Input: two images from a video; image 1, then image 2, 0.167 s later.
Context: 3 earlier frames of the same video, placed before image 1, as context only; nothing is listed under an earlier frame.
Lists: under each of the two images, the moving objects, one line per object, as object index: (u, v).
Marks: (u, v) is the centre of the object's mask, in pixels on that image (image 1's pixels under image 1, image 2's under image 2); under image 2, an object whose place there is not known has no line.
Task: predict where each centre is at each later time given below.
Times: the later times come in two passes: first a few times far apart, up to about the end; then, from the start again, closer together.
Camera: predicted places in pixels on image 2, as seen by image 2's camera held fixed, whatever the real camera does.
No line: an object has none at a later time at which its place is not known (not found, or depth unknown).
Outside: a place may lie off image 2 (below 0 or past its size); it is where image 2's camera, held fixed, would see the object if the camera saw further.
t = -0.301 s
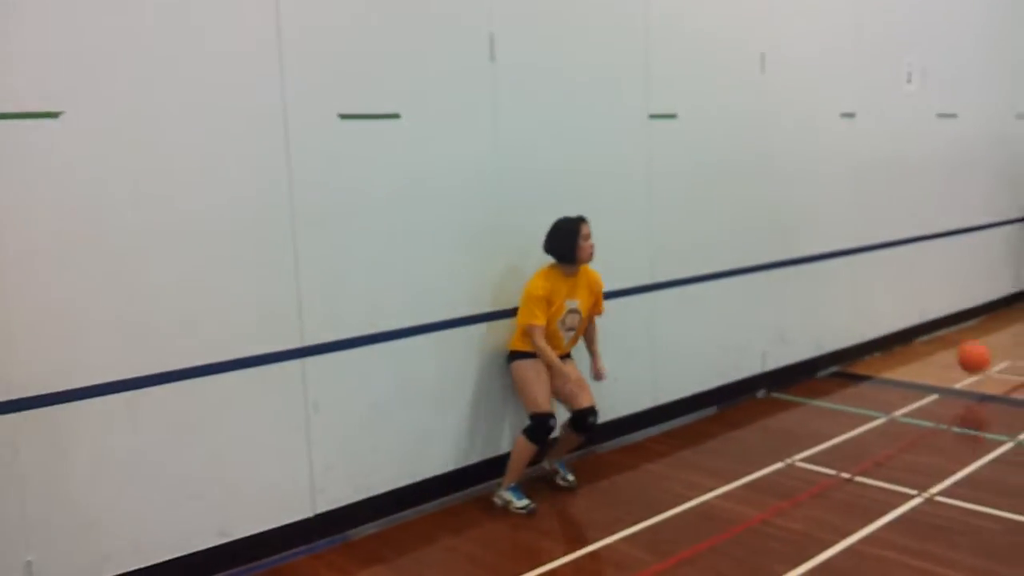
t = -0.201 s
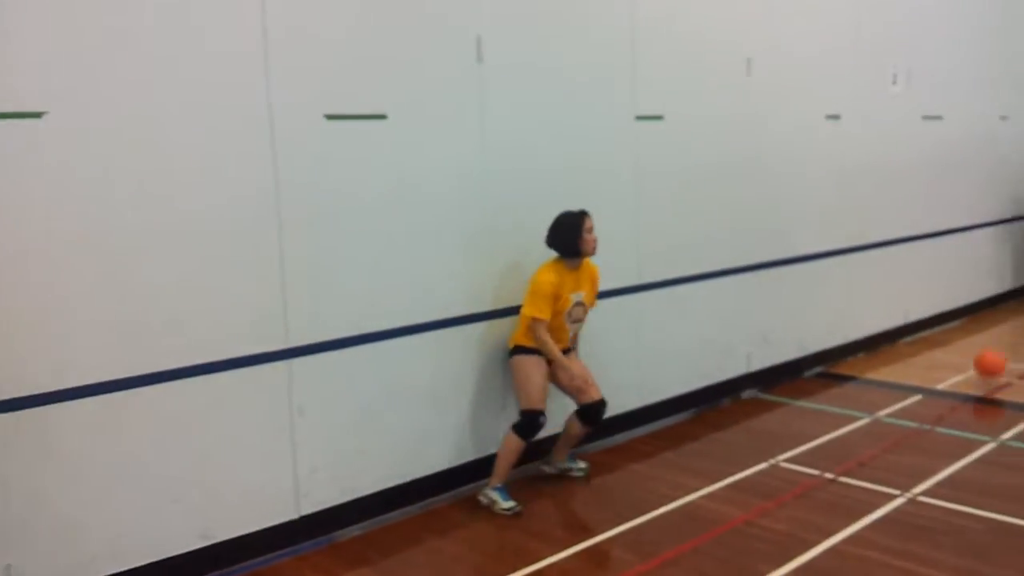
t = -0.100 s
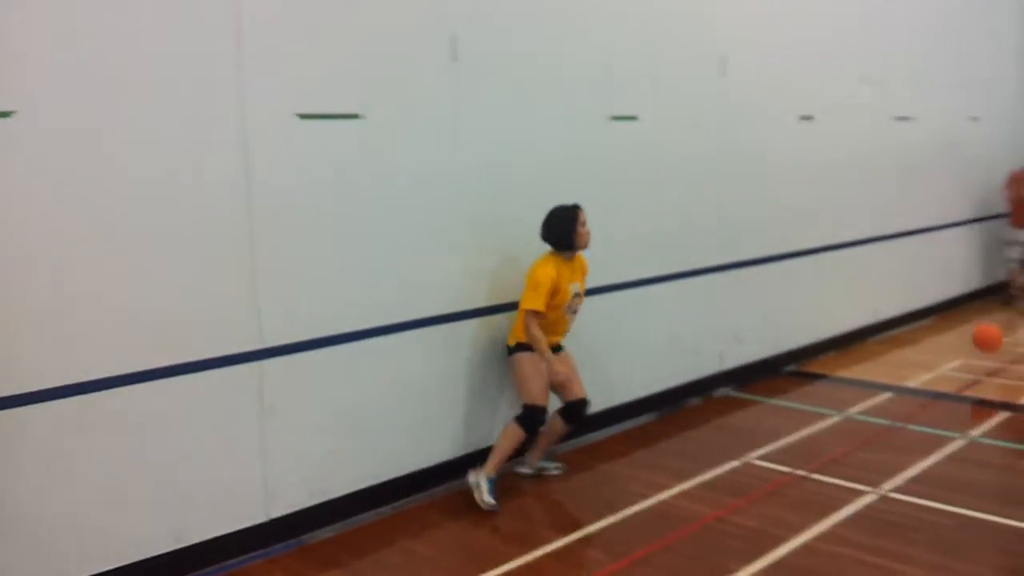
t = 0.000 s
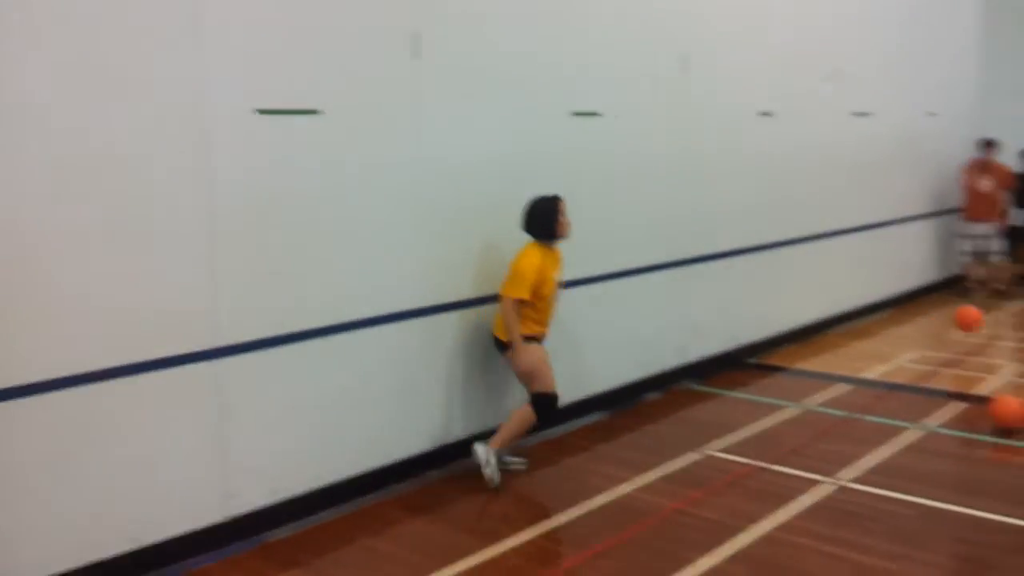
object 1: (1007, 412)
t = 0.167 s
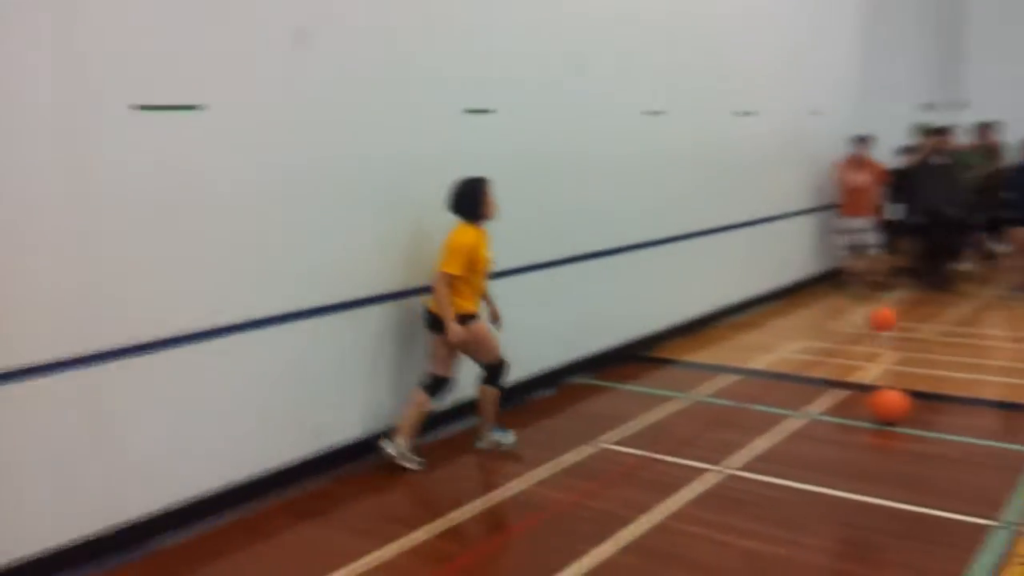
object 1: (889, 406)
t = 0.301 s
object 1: (891, 409)
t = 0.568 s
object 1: (895, 418)
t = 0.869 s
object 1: (902, 433)
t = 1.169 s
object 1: (911, 445)
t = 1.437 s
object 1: (919, 457)
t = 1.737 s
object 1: (931, 471)
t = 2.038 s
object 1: (943, 485)
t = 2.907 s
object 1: (982, 526)
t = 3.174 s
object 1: (995, 538)
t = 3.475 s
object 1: (1011, 552)
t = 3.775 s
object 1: (1026, 565)
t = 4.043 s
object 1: (1040, 574)
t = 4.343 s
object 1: (1055, 581)
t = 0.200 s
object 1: (890, 406)
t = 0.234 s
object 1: (890, 407)
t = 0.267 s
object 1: (892, 408)
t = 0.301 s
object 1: (891, 409)
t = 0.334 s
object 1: (892, 410)
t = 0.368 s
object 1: (893, 411)
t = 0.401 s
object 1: (894, 412)
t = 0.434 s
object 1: (894, 413)
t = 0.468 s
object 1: (894, 415)
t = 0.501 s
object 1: (894, 416)
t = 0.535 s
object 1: (895, 418)
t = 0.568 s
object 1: (895, 418)
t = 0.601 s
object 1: (895, 420)
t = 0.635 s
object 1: (896, 422)
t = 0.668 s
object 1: (897, 424)
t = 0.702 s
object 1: (897, 424)
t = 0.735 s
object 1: (899, 426)
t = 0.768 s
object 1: (899, 427)
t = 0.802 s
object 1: (900, 428)
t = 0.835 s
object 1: (901, 432)
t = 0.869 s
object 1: (902, 433)
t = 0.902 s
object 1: (904, 434)
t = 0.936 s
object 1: (905, 437)
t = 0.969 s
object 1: (906, 437)
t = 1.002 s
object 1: (906, 438)
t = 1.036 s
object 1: (908, 440)
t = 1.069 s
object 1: (909, 441)
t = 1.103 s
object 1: (910, 442)
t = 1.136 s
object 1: (911, 444)
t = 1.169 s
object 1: (911, 445)
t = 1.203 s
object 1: (912, 447)
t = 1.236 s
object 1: (914, 448)
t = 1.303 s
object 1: (916, 451)
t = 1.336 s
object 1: (918, 453)
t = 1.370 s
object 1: (919, 454)
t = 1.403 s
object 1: (919, 456)
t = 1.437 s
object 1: (919, 457)
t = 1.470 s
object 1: (921, 459)
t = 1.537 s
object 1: (924, 462)
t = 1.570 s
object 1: (924, 463)
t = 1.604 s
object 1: (927, 465)
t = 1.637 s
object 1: (926, 467)
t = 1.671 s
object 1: (928, 468)
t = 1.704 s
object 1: (929, 470)
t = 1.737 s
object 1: (931, 471)
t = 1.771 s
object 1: (931, 472)
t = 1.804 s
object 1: (932, 474)
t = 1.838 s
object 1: (935, 476)
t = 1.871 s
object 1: (935, 477)
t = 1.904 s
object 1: (937, 479)
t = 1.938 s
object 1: (938, 480)
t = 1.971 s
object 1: (939, 482)
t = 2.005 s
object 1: (942, 483)
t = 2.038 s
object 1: (943, 485)
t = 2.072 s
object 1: (944, 487)
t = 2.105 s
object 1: (946, 488)
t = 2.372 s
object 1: (957, 500)
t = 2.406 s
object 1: (958, 501)
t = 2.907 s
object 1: (982, 526)
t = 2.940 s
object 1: (984, 528)
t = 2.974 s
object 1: (986, 530)
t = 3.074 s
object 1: (990, 534)
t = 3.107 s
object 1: (992, 535)
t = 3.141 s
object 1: (993, 536)
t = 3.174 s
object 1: (995, 538)
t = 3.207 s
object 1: (997, 540)
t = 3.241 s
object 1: (997, 541)
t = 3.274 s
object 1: (1000, 543)
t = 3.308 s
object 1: (1001, 544)
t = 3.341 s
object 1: (1004, 546)
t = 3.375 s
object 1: (1007, 549)
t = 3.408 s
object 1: (1008, 550)
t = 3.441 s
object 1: (1009, 551)
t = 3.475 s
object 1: (1011, 552)
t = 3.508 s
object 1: (1013, 554)
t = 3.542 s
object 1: (1015, 556)
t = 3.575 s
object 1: (1016, 557)
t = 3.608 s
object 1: (1018, 559)
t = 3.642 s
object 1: (1020, 560)
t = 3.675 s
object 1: (1022, 562)
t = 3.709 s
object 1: (1023, 563)
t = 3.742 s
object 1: (1025, 564)
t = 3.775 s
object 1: (1026, 565)
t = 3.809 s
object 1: (1028, 566)
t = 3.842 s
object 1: (1031, 568)
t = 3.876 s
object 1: (1032, 569)
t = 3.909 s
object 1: (1033, 570)
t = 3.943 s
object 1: (1034, 571)
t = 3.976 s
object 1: (1036, 572)
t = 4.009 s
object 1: (1038, 573)
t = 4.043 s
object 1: (1040, 574)
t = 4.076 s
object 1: (1041, 575)
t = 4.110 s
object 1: (1043, 576)
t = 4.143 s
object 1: (1043, 577)
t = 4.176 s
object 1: (1045, 578)
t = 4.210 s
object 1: (1049, 580)
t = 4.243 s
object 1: (1049, 579)
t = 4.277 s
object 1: (1050, 580)
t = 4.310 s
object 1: (1053, 581)
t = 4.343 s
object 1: (1055, 581)
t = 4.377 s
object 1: (1056, 582)
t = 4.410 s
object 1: (1057, 582)
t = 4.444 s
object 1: (1059, 583)
